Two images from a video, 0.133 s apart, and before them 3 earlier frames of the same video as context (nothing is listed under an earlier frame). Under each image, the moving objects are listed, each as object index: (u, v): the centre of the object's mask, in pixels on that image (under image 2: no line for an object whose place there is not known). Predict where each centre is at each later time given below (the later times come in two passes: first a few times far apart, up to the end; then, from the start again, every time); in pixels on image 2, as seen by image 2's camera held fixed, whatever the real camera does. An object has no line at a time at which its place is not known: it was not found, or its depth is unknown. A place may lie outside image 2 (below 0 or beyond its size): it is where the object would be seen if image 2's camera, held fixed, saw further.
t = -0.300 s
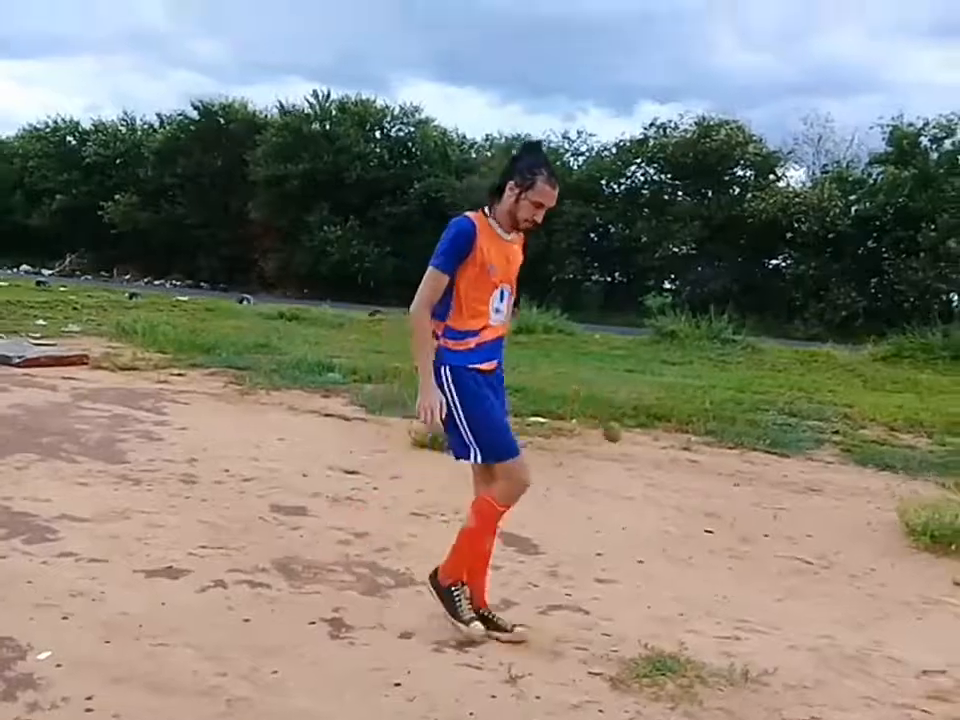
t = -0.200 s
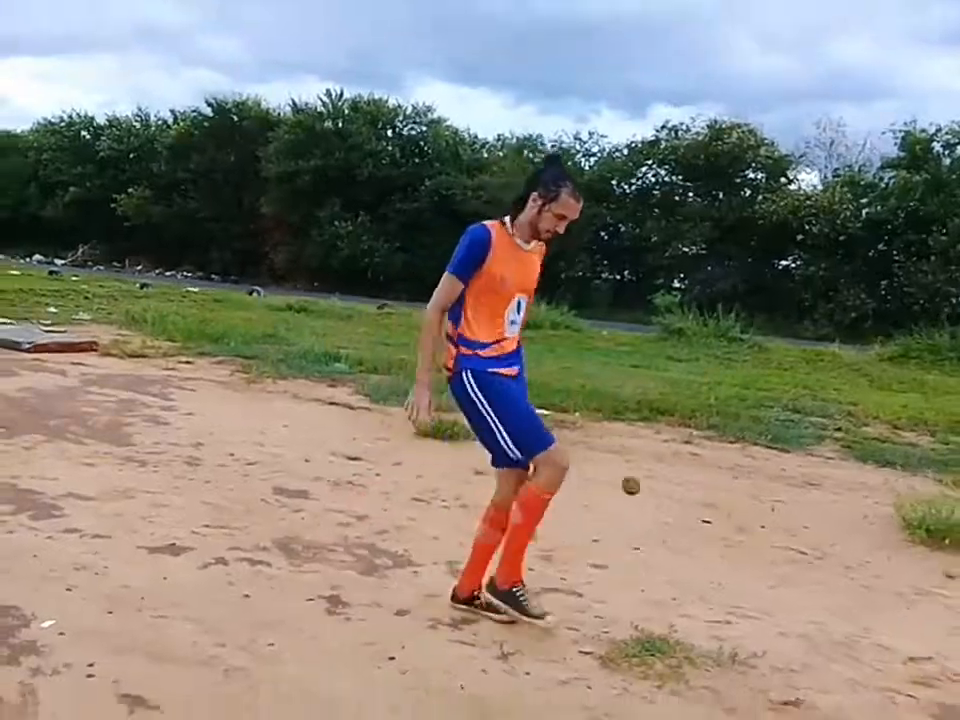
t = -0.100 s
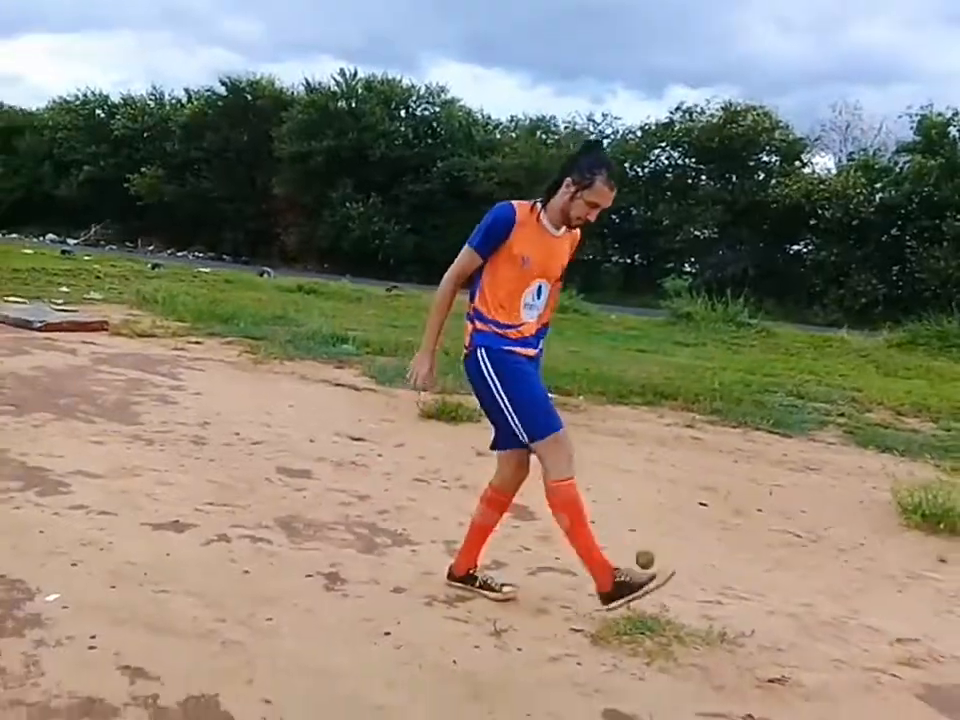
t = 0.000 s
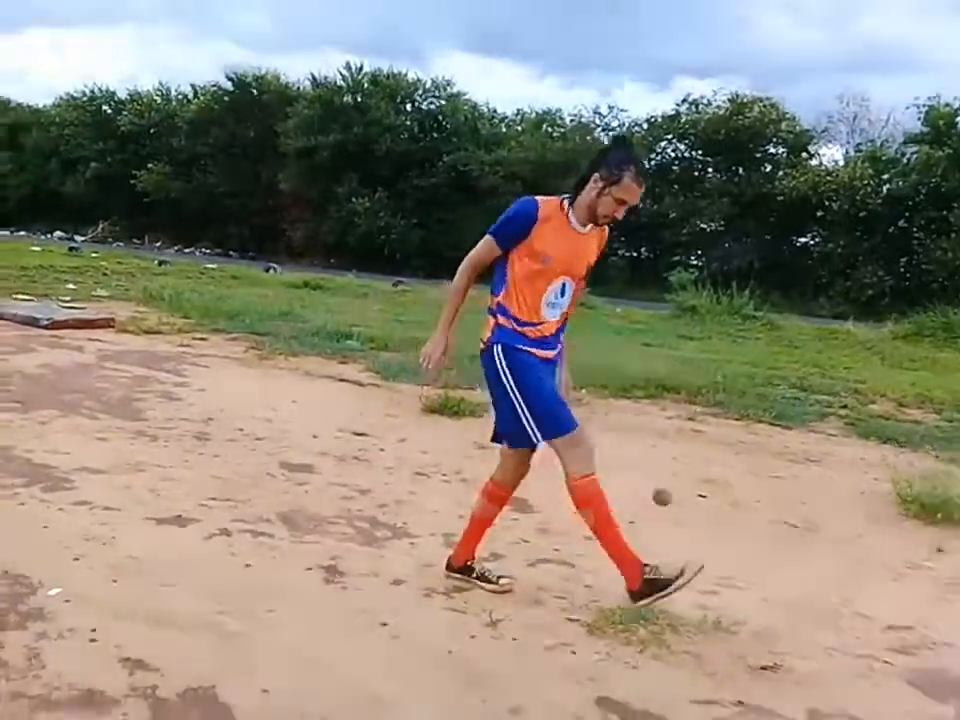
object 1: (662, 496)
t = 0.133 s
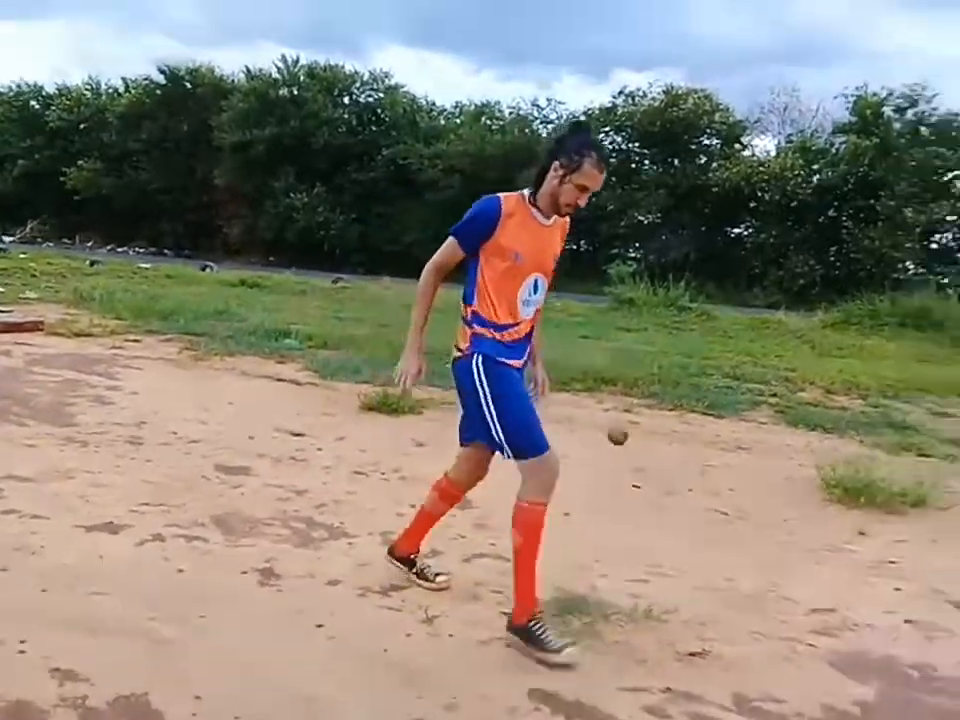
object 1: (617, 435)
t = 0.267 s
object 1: (631, 431)
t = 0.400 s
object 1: (643, 484)
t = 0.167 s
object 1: (621, 429)
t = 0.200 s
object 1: (624, 427)
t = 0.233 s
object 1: (628, 425)
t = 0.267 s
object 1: (631, 431)
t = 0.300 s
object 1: (635, 436)
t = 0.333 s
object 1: (637, 449)
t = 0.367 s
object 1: (640, 465)
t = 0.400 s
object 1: (643, 484)
